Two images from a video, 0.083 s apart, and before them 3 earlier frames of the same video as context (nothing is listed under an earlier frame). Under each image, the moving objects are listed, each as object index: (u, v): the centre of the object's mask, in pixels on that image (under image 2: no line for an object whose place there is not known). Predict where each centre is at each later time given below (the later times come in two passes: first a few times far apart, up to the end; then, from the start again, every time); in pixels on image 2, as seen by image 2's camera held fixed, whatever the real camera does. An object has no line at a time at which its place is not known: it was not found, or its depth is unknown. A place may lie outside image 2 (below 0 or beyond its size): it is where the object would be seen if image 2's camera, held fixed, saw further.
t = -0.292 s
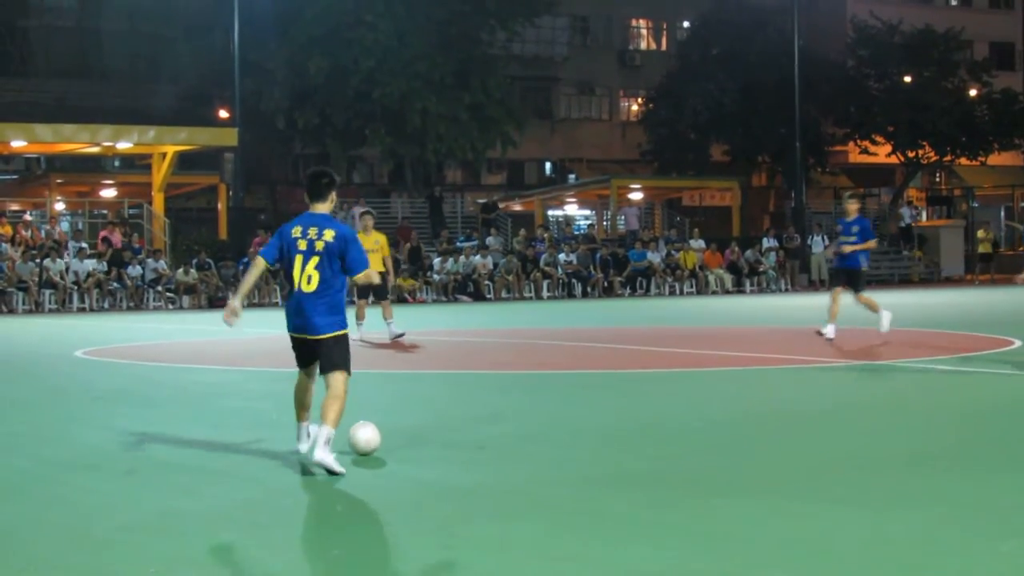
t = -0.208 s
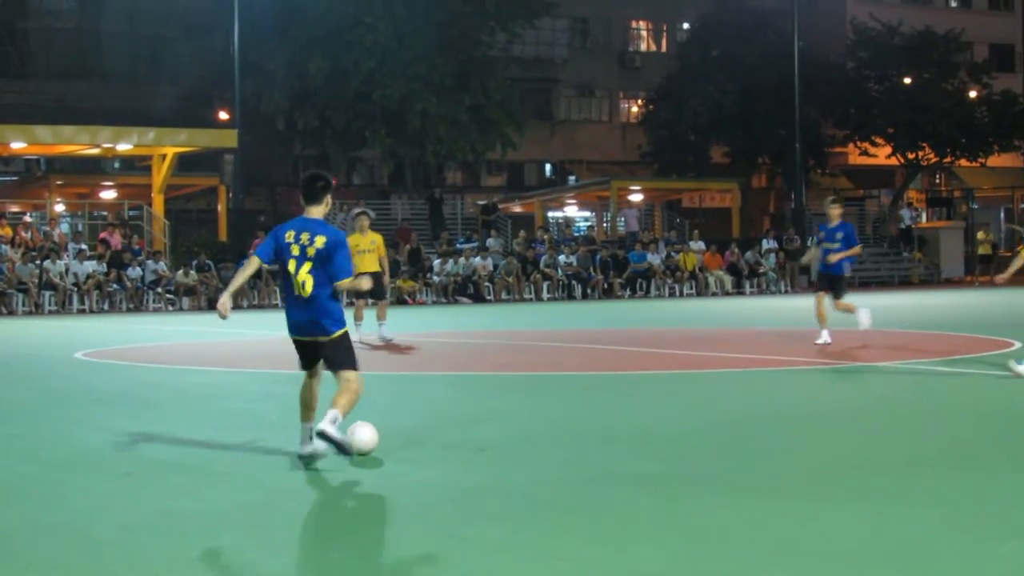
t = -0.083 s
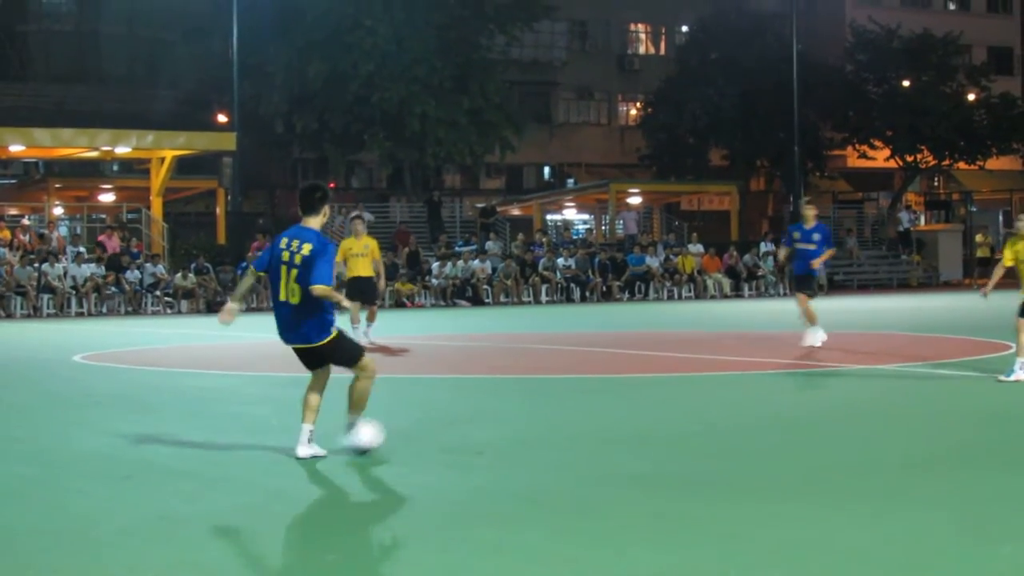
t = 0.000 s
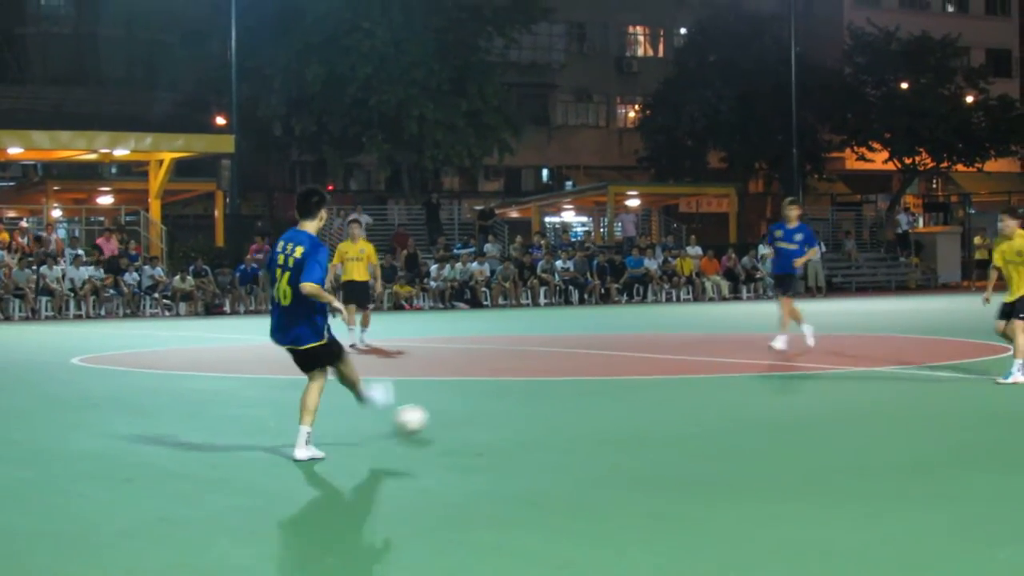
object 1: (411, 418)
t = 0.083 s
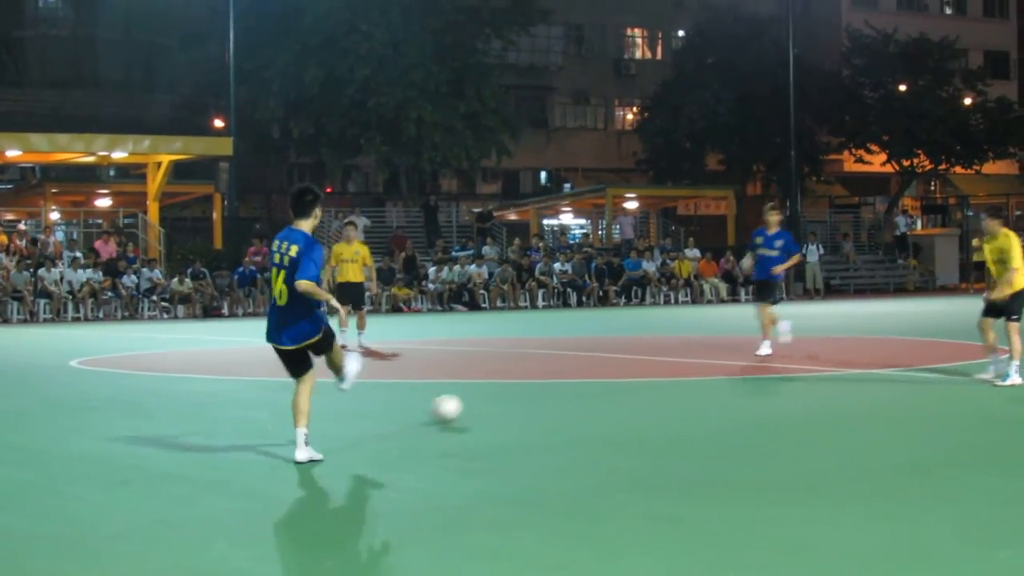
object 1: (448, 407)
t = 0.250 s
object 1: (504, 388)
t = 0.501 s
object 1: (559, 372)
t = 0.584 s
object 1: (573, 364)
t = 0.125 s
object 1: (464, 401)
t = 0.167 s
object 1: (480, 399)
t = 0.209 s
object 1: (492, 393)
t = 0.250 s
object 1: (504, 388)
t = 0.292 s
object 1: (517, 385)
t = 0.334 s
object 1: (526, 382)
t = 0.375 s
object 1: (534, 379)
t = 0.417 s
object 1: (543, 376)
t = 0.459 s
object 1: (551, 373)
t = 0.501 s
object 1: (559, 372)
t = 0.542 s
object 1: (566, 368)
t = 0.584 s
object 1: (573, 364)
